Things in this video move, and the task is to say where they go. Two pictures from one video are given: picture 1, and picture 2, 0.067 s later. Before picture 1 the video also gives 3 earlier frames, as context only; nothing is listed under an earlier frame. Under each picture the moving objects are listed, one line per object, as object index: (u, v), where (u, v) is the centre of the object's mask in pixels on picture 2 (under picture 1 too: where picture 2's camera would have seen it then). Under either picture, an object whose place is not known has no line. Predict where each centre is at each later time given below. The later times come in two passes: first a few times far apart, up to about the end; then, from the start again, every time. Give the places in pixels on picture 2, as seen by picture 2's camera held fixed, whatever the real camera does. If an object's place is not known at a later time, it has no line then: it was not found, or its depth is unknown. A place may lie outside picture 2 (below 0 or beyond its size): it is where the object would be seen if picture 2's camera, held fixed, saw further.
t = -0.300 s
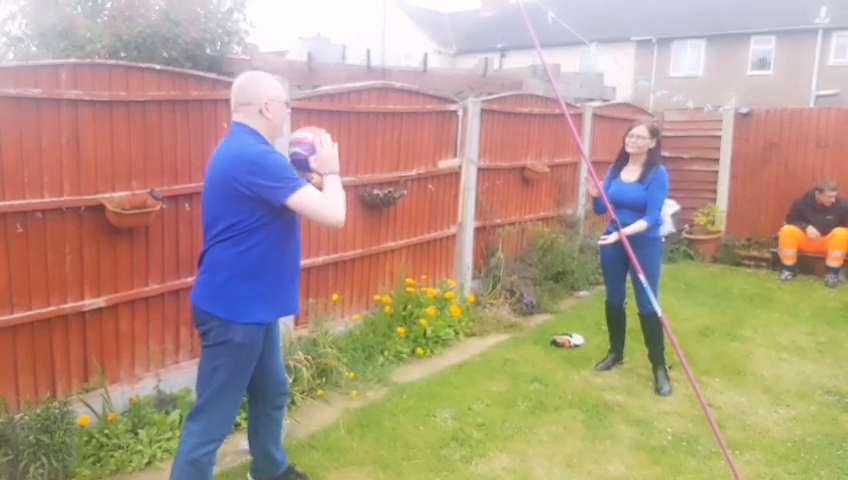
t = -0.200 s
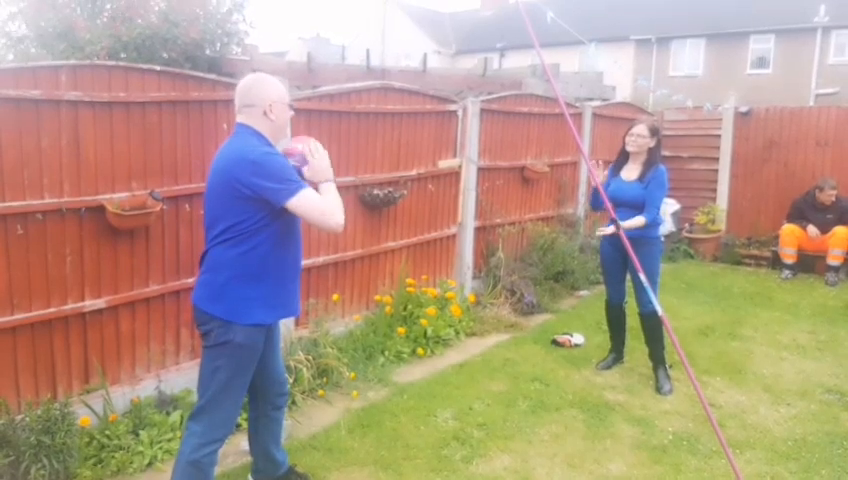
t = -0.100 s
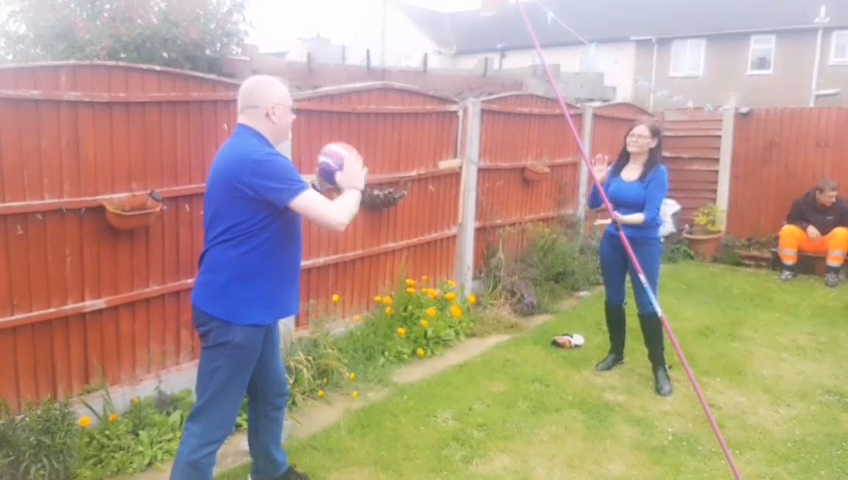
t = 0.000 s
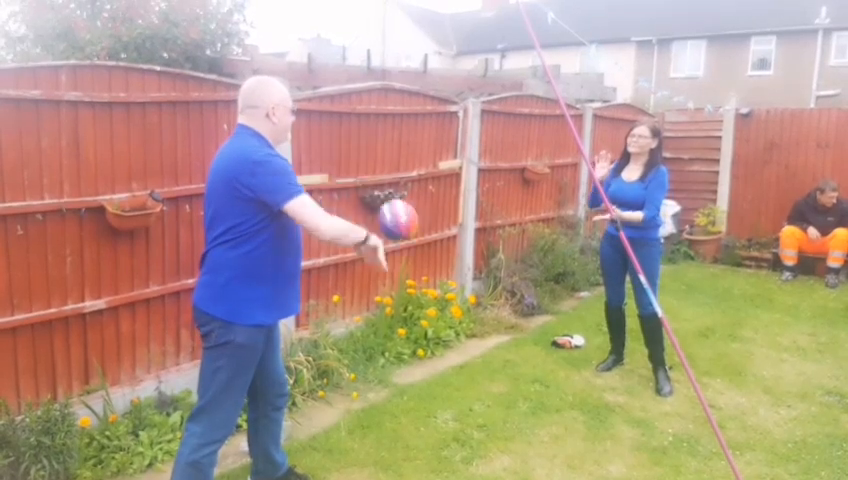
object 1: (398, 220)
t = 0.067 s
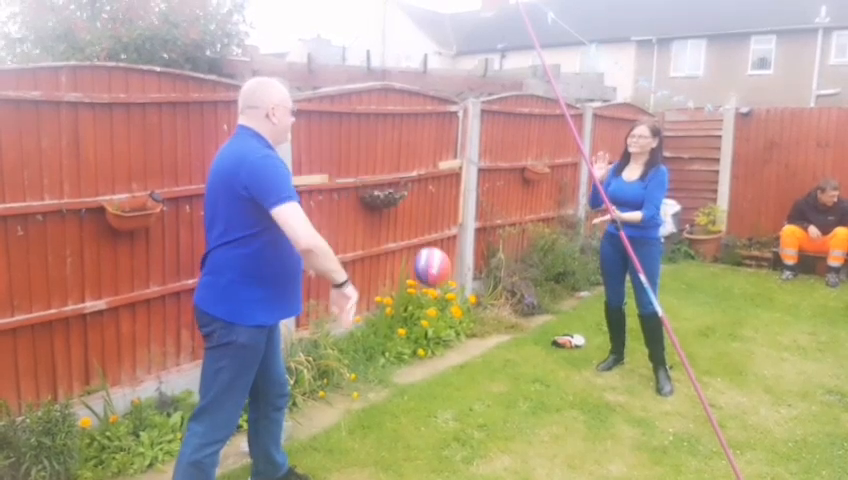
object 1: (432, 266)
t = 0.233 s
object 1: (503, 403)
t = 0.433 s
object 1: (556, 329)
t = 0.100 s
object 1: (448, 291)
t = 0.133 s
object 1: (463, 318)
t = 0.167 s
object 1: (477, 346)
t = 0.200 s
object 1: (491, 374)
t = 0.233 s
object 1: (503, 403)
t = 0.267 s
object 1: (513, 398)
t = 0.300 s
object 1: (522, 379)
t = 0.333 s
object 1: (530, 364)
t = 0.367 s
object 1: (540, 350)
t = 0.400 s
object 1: (548, 339)
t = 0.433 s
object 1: (556, 329)
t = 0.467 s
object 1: (563, 321)
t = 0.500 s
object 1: (572, 315)
